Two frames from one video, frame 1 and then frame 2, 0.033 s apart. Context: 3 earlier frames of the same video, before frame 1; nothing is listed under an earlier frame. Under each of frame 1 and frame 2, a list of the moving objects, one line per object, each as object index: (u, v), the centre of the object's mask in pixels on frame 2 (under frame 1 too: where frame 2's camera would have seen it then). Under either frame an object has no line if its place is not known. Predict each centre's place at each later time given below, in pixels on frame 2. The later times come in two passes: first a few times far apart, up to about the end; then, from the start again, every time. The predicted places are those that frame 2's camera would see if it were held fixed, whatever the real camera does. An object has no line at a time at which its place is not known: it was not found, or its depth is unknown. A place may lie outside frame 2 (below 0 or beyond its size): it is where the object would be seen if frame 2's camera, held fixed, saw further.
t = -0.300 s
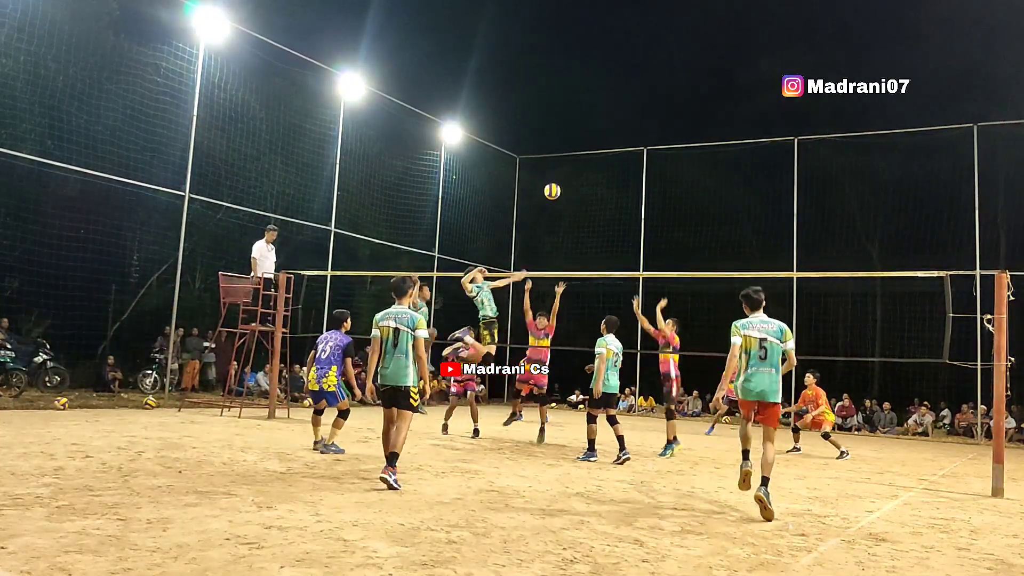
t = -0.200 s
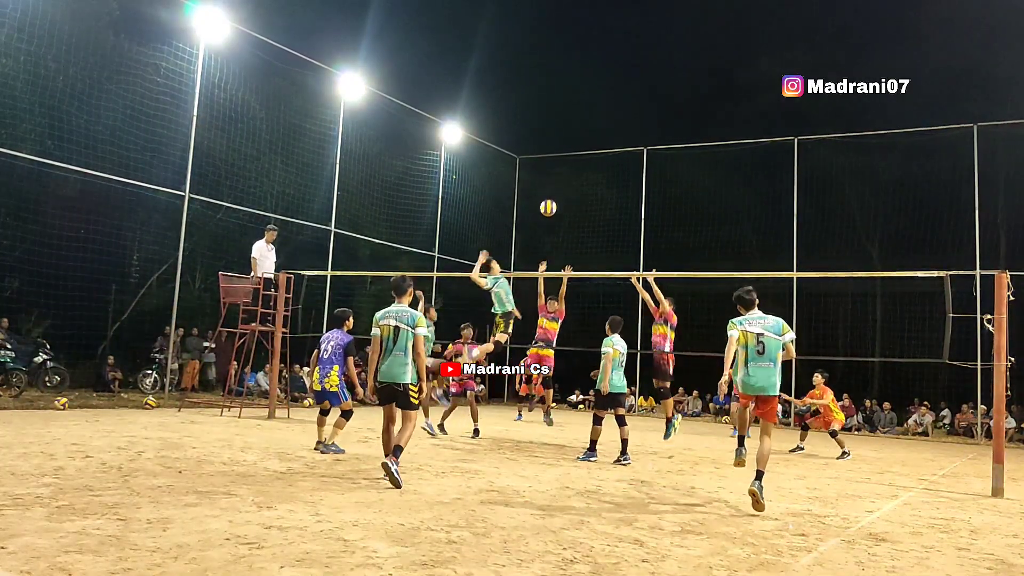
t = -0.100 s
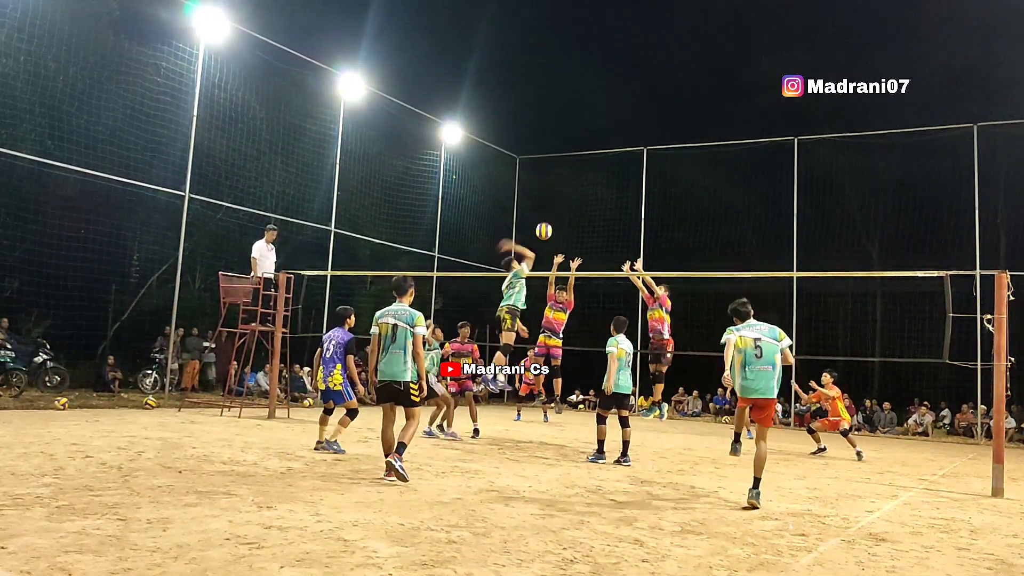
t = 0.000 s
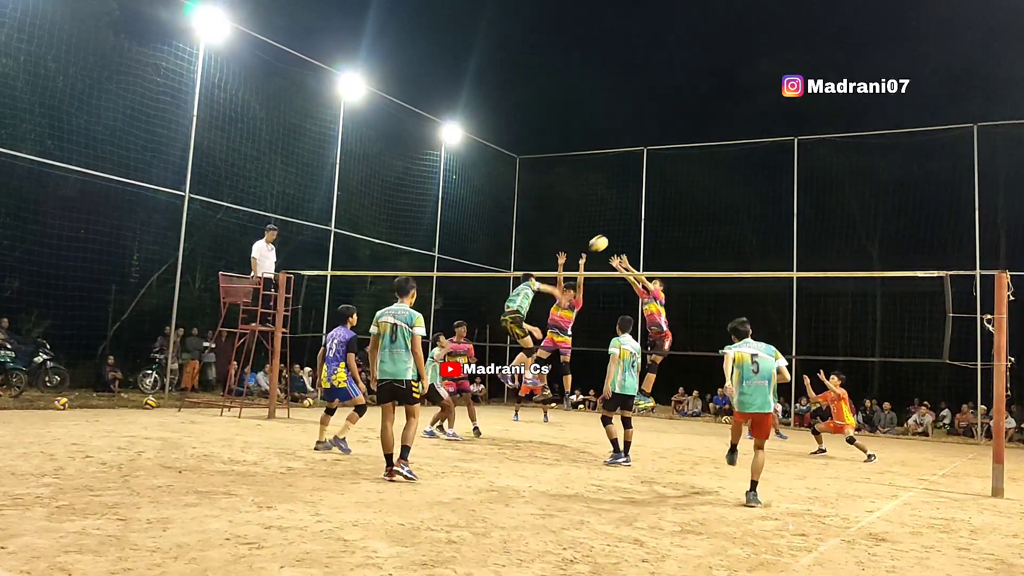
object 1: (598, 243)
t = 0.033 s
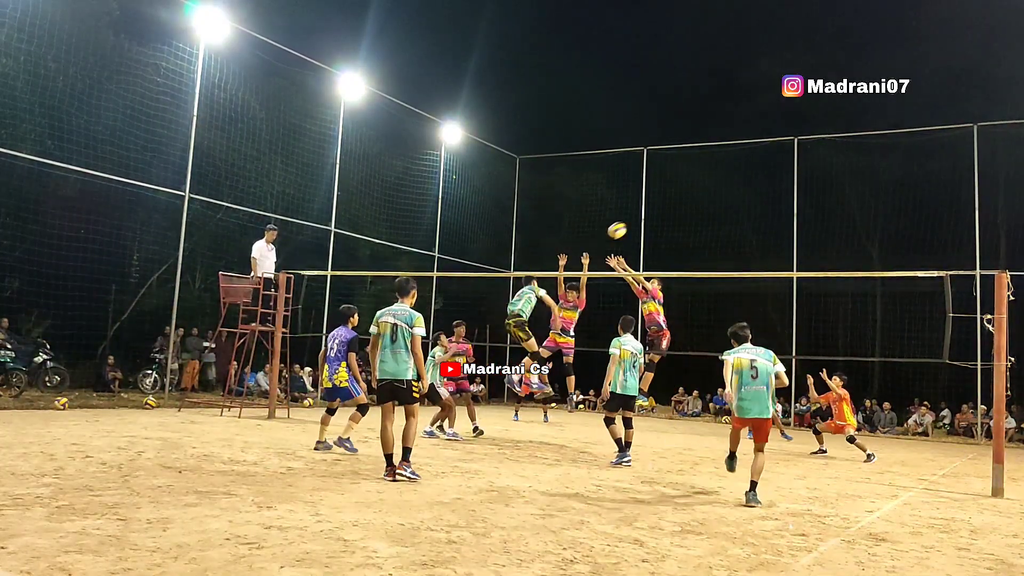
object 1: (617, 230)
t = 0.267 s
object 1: (741, 161)
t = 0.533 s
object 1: (870, 133)
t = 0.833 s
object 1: (1001, 159)
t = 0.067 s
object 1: (635, 218)
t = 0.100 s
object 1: (654, 206)
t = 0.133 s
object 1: (672, 195)
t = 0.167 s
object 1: (690, 185)
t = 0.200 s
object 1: (707, 176)
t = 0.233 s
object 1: (724, 168)
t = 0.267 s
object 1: (741, 161)
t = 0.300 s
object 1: (758, 155)
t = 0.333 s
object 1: (775, 149)
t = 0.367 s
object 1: (791, 145)
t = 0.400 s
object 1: (807, 141)
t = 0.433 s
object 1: (823, 138)
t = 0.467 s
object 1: (838, 135)
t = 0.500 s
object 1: (854, 134)
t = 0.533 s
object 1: (870, 133)
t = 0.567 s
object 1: (885, 133)
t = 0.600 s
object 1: (900, 134)
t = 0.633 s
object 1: (915, 135)
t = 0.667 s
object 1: (929, 137)
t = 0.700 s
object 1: (944, 140)
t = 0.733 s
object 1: (958, 144)
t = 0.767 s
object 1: (973, 148)
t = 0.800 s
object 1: (987, 153)
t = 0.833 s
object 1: (1001, 159)
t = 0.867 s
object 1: (1014, 165)
